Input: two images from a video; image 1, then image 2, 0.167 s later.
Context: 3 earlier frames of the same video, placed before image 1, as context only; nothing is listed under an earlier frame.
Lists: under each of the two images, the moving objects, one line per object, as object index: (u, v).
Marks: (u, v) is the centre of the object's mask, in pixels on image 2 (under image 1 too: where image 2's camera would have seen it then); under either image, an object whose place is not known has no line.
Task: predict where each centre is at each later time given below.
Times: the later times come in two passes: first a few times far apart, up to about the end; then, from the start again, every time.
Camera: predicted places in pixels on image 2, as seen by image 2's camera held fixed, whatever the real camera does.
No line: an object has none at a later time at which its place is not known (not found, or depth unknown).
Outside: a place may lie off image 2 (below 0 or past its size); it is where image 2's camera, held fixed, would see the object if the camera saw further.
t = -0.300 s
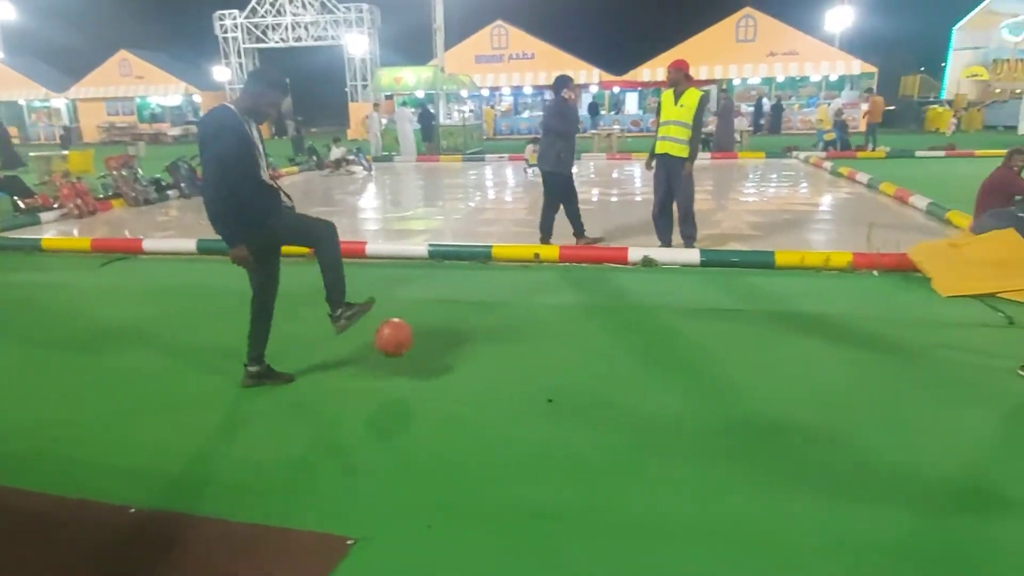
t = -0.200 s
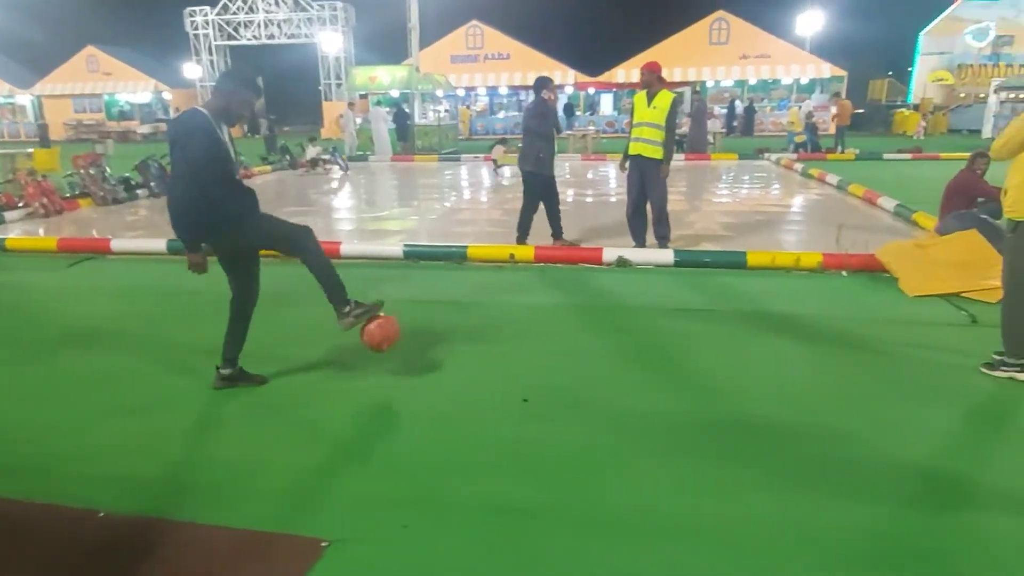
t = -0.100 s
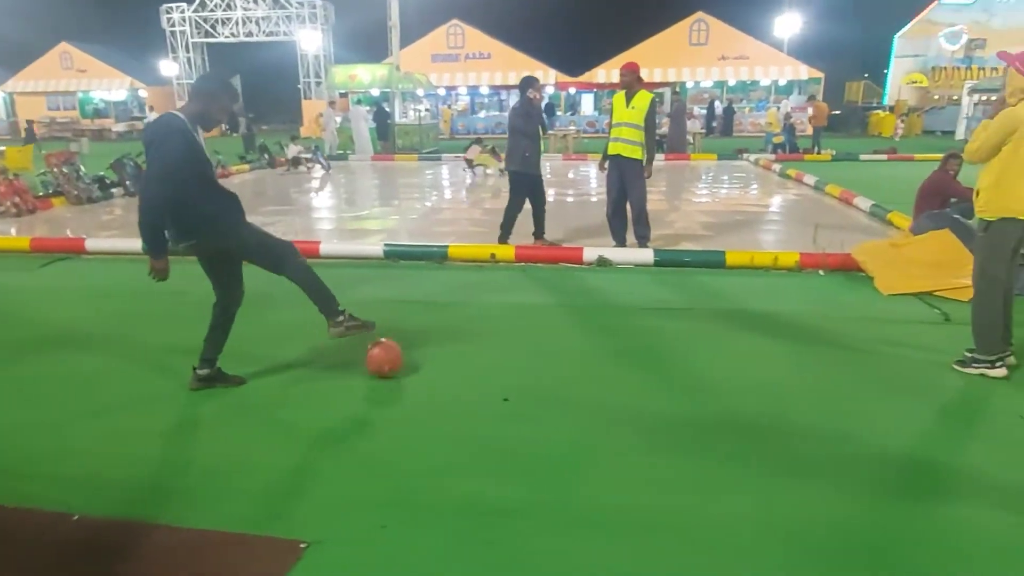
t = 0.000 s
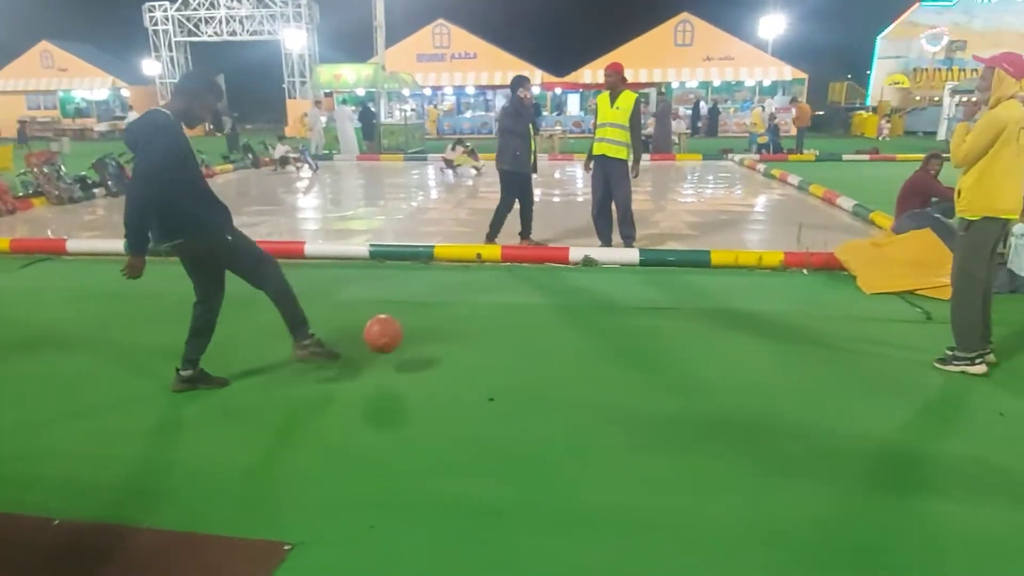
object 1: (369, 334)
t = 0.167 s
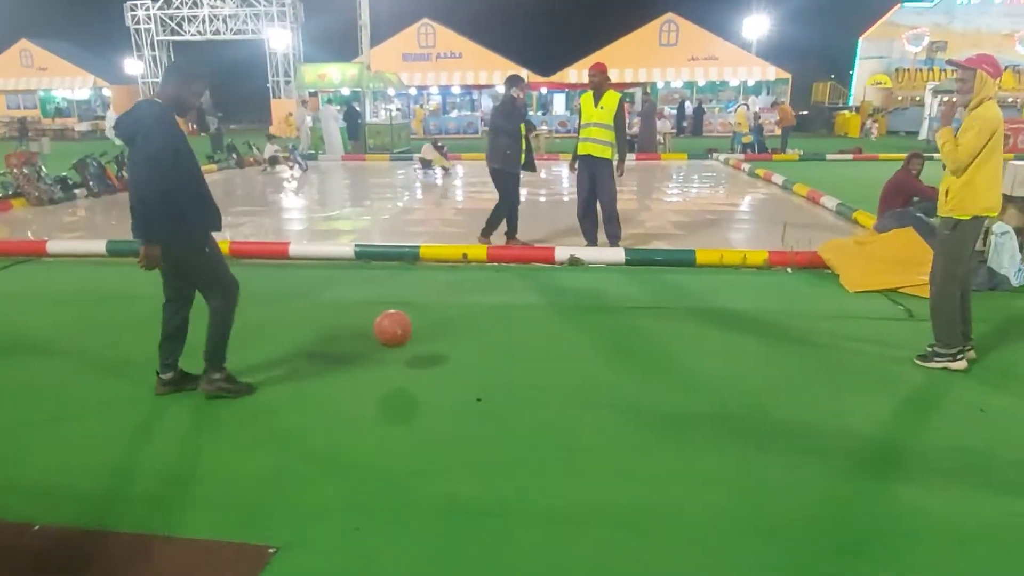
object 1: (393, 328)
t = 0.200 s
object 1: (397, 332)
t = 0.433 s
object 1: (432, 326)
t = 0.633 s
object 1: (461, 335)
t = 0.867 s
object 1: (489, 332)
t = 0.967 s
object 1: (500, 323)
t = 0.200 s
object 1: (397, 332)
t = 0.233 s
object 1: (402, 338)
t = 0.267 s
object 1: (408, 345)
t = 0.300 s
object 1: (413, 346)
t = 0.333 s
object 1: (417, 338)
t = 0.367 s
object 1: (422, 333)
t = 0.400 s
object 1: (426, 328)
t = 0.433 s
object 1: (432, 326)
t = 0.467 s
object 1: (436, 326)
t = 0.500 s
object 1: (441, 326)
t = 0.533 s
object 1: (447, 329)
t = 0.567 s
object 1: (451, 334)
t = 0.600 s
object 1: (456, 340)
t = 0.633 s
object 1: (461, 335)
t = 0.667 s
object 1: (464, 330)
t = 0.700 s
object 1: (469, 326)
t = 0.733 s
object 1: (473, 324)
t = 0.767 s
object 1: (477, 324)
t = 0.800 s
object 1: (481, 325)
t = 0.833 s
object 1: (485, 328)
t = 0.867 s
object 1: (489, 332)
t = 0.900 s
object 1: (493, 330)
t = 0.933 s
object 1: (496, 326)
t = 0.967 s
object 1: (500, 323)
